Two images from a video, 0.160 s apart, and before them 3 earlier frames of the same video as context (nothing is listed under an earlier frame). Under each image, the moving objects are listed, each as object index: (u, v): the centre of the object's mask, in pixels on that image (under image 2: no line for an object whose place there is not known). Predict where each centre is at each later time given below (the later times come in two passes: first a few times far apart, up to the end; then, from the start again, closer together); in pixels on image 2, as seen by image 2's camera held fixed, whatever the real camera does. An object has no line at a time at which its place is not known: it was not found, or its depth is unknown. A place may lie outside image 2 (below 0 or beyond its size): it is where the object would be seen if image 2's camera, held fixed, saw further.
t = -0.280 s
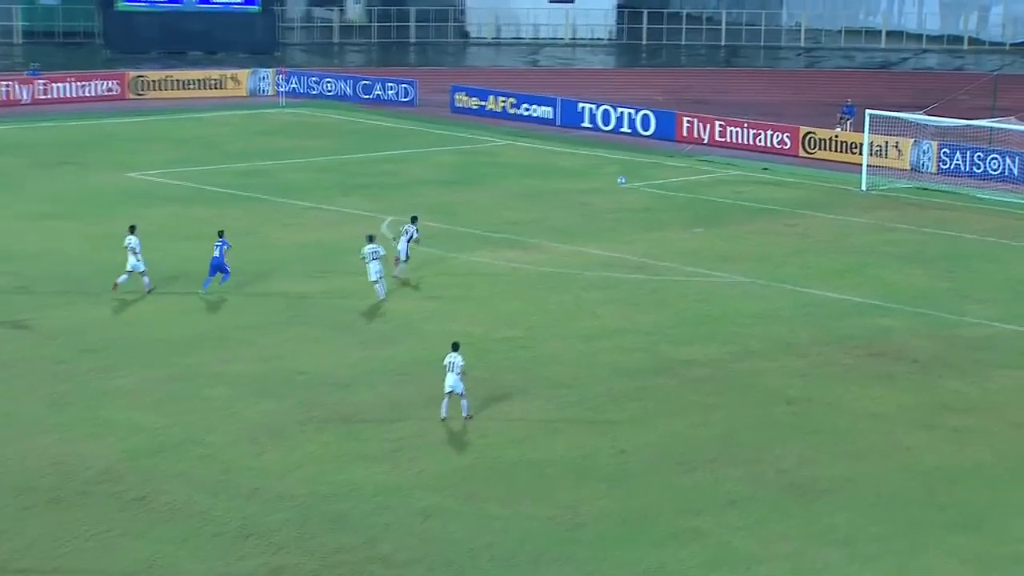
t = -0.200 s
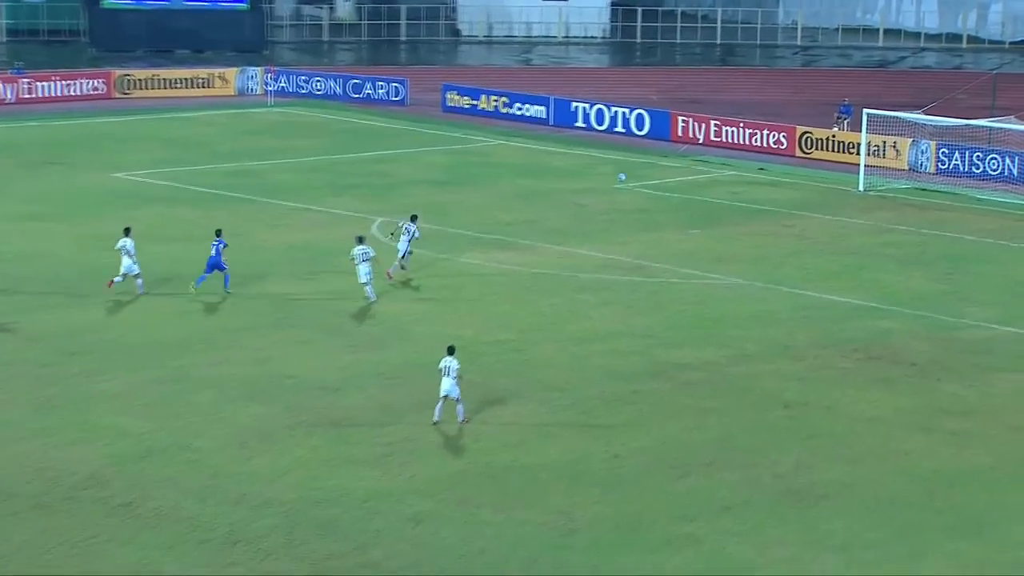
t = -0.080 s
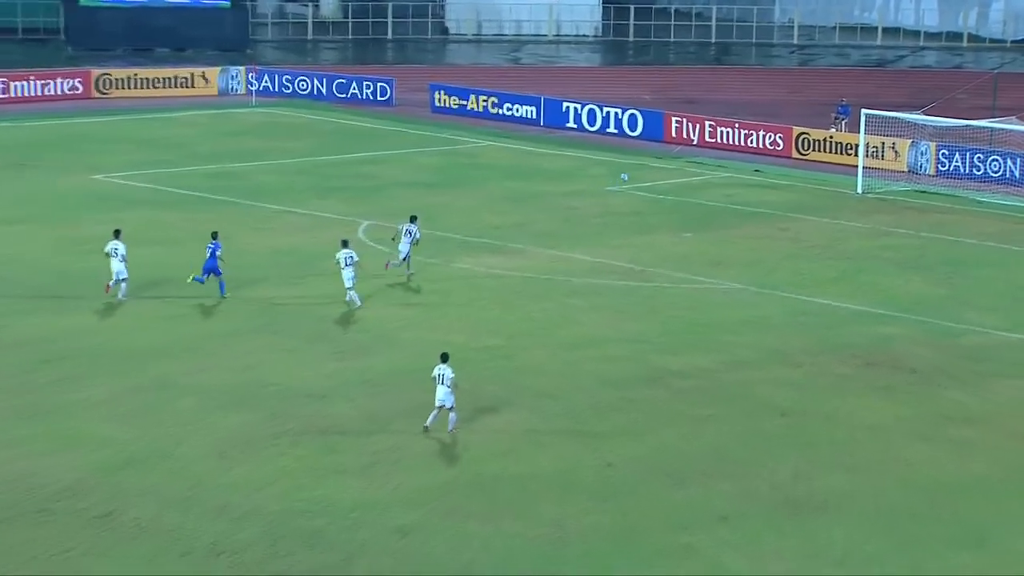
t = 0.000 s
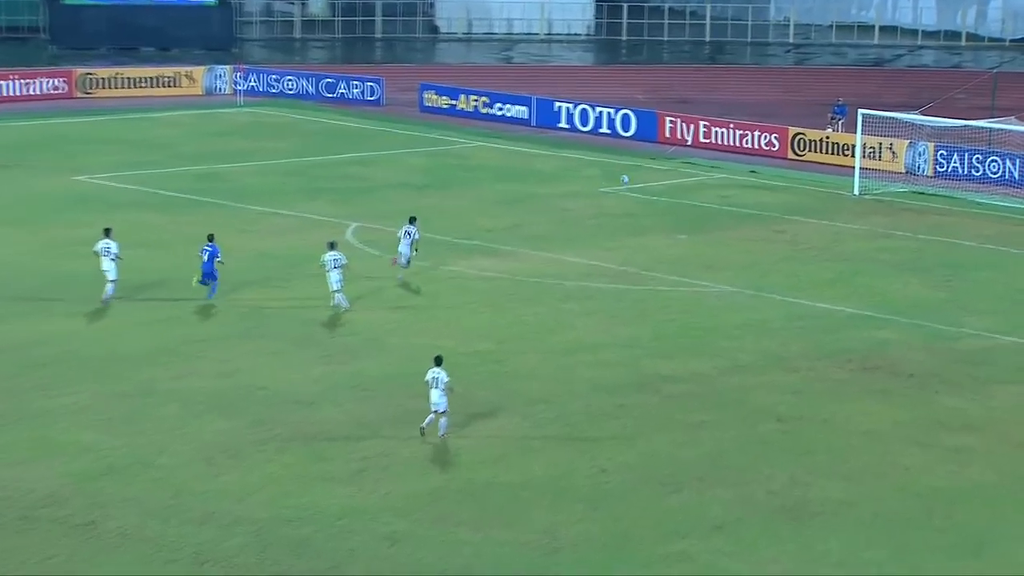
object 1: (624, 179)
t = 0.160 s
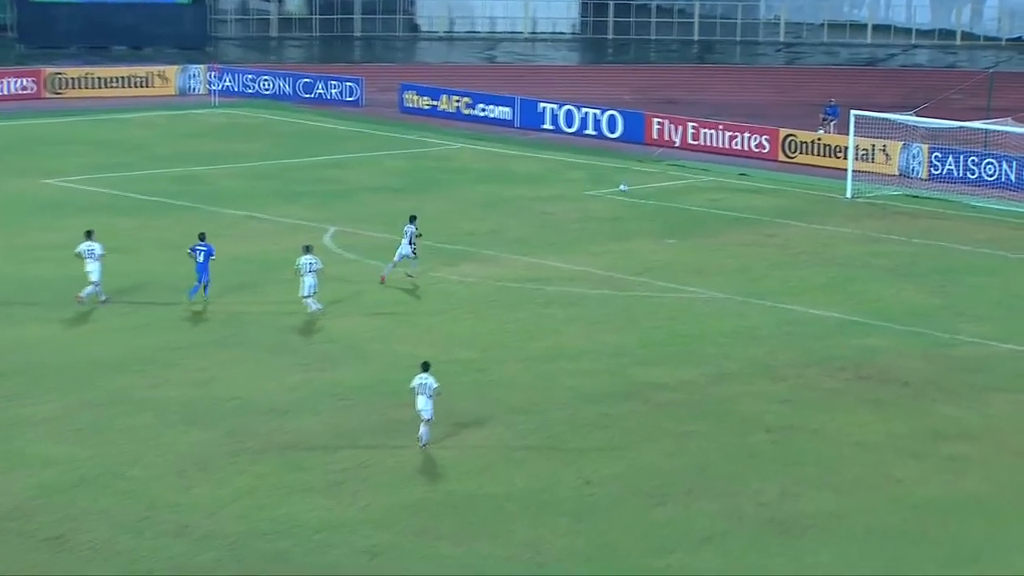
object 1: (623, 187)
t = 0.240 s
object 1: (630, 194)
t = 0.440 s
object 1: (646, 210)
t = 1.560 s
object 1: (728, 221)
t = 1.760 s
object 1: (743, 233)
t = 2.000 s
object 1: (759, 220)
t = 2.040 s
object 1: (762, 219)
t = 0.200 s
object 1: (625, 190)
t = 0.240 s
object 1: (630, 194)
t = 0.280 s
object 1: (632, 196)
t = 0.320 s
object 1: (636, 198)
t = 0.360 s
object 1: (639, 202)
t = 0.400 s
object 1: (641, 205)
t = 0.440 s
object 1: (646, 210)
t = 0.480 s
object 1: (648, 215)
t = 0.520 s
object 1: (651, 220)
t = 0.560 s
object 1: (655, 225)
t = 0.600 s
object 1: (657, 231)
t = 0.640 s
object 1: (660, 236)
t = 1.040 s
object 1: (690, 219)
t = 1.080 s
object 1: (693, 218)
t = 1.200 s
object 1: (702, 214)
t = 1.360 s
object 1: (715, 214)
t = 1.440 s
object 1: (720, 216)
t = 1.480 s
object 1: (722, 218)
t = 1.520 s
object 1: (727, 221)
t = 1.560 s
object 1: (728, 221)
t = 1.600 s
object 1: (732, 226)
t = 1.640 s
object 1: (733, 228)
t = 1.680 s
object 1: (737, 231)
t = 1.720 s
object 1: (741, 234)
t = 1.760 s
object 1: (743, 233)
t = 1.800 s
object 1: (746, 230)
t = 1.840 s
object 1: (748, 228)
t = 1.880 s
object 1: (751, 225)
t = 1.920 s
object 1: (755, 223)
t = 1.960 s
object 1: (757, 221)
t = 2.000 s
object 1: (759, 220)
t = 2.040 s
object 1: (762, 219)
